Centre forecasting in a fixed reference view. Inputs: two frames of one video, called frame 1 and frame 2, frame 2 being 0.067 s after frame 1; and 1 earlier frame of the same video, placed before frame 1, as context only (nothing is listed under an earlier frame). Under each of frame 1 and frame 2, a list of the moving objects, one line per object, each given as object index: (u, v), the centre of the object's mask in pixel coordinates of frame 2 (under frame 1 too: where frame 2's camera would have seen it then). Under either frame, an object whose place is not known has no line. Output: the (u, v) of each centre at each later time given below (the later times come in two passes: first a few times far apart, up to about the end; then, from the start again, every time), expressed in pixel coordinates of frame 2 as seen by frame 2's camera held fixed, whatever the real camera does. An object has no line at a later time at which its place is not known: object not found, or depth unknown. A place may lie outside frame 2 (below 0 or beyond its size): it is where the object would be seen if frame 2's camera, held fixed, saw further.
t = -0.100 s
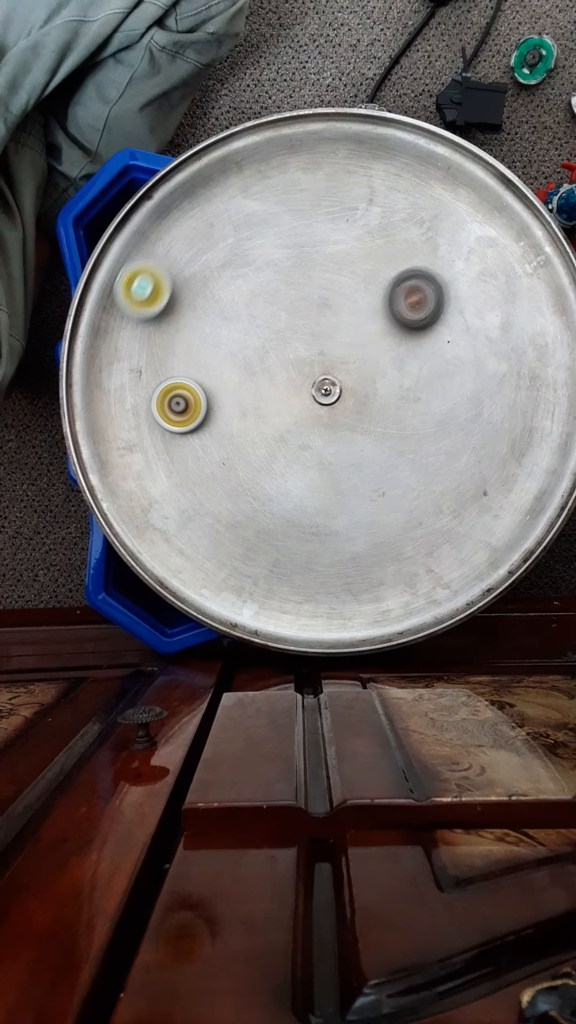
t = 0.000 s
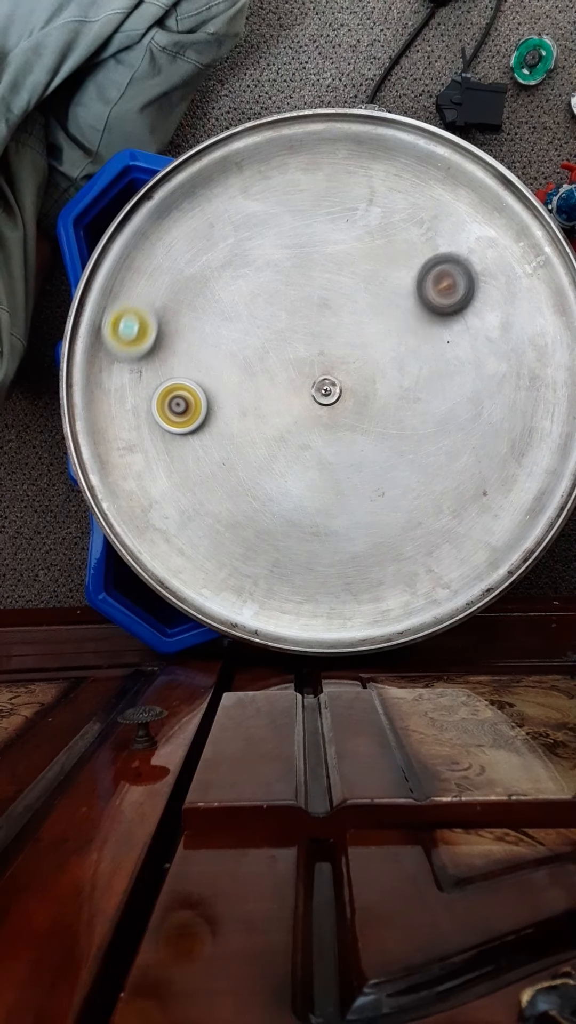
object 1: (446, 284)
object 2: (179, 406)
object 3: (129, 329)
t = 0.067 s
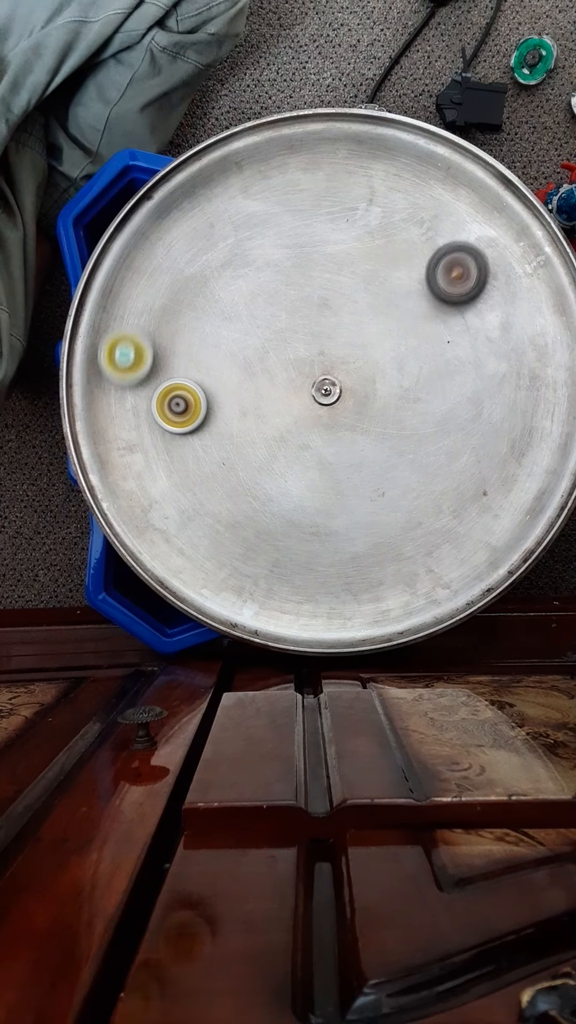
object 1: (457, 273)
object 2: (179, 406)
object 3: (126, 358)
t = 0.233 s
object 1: (448, 257)
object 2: (185, 407)
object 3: (113, 407)
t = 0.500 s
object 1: (377, 292)
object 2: (183, 410)
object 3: (145, 501)
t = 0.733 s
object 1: (304, 354)
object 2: (178, 413)
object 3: (216, 533)
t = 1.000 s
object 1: (221, 412)
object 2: (167, 414)
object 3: (240, 468)
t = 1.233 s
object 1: (178, 329)
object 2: (165, 410)
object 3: (239, 454)
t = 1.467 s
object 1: (129, 291)
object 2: (98, 364)
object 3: (287, 453)
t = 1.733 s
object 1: (179, 257)
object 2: (150, 420)
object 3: (358, 446)
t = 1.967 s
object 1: (250, 254)
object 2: (164, 434)
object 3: (398, 425)
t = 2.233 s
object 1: (306, 310)
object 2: (168, 453)
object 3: (408, 378)
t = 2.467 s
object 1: (299, 381)
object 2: (167, 470)
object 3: (357, 353)
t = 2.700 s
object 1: (244, 427)
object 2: (163, 478)
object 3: (288, 366)
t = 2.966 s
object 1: (162, 418)
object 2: (159, 484)
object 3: (219, 399)
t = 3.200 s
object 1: (106, 382)
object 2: (154, 481)
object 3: (193, 437)
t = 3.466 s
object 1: (152, 353)
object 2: (158, 460)
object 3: (230, 422)
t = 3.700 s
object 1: (201, 325)
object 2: (171, 449)
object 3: (260, 398)
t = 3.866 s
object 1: (199, 284)
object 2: (180, 443)
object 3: (293, 408)
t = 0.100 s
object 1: (459, 269)
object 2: (179, 406)
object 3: (125, 371)
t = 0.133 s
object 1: (458, 265)
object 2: (180, 406)
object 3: (126, 383)
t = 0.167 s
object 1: (457, 260)
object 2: (181, 407)
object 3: (119, 393)
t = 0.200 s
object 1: (453, 258)
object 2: (184, 407)
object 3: (114, 400)
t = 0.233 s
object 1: (448, 257)
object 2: (185, 407)
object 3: (113, 407)
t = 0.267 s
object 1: (441, 256)
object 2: (185, 408)
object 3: (114, 416)
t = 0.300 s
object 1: (434, 257)
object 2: (185, 408)
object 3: (117, 428)
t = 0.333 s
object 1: (426, 260)
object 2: (185, 408)
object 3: (120, 438)
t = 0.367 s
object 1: (417, 264)
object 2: (184, 408)
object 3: (122, 451)
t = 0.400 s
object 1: (408, 270)
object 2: (184, 409)
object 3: (126, 465)
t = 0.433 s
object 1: (398, 276)
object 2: (184, 409)
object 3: (131, 476)
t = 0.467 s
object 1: (387, 284)
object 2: (183, 410)
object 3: (138, 488)
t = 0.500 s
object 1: (377, 292)
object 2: (183, 410)
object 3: (145, 501)
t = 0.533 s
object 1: (367, 300)
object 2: (182, 411)
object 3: (153, 510)
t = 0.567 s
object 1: (357, 309)
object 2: (182, 411)
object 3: (163, 519)
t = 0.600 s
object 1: (346, 318)
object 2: (181, 412)
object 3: (173, 525)
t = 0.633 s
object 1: (336, 328)
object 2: (181, 412)
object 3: (183, 530)
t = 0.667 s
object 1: (326, 336)
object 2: (180, 413)
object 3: (195, 534)
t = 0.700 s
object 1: (315, 345)
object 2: (179, 413)
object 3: (205, 535)
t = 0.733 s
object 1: (304, 354)
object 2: (178, 413)
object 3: (216, 533)
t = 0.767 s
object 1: (293, 362)
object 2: (177, 414)
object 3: (224, 529)
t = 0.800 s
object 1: (282, 370)
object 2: (177, 414)
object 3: (231, 523)
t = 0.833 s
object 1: (270, 378)
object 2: (176, 414)
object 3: (236, 516)
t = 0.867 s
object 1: (259, 385)
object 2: (175, 415)
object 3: (238, 507)
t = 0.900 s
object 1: (247, 393)
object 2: (174, 415)
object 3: (240, 497)
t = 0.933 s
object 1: (236, 399)
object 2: (174, 415)
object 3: (241, 486)
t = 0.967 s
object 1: (225, 406)
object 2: (173, 416)
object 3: (241, 478)
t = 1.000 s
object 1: (221, 412)
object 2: (167, 414)
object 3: (240, 468)
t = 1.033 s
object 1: (216, 399)
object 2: (164, 413)
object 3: (241, 470)
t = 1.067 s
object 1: (211, 385)
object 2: (163, 412)
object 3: (244, 473)
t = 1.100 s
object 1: (204, 373)
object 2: (164, 412)
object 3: (247, 473)
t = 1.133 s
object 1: (195, 363)
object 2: (164, 411)
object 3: (247, 472)
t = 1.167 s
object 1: (189, 352)
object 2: (165, 410)
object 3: (246, 468)
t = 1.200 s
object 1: (184, 340)
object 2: (165, 410)
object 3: (243, 460)
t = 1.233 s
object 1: (178, 329)
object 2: (165, 410)
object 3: (239, 454)
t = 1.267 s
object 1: (173, 318)
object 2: (165, 410)
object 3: (235, 447)
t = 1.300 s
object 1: (166, 309)
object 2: (165, 410)
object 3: (230, 440)
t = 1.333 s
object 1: (159, 299)
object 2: (165, 410)
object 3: (225, 433)
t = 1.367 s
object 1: (152, 291)
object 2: (156, 404)
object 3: (225, 431)
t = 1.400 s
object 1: (143, 285)
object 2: (124, 386)
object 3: (250, 441)
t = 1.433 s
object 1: (135, 285)
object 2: (108, 373)
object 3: (270, 448)
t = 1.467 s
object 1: (129, 291)
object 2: (98, 364)
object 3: (287, 453)
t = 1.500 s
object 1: (125, 302)
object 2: (114, 362)
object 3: (299, 454)
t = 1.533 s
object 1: (130, 303)
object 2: (124, 370)
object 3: (311, 454)
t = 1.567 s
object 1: (139, 289)
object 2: (129, 388)
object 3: (319, 452)
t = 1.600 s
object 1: (147, 281)
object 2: (135, 402)
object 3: (328, 451)
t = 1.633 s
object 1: (153, 273)
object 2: (141, 411)
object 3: (336, 450)
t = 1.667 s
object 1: (161, 267)
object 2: (144, 415)
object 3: (343, 448)
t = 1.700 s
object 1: (169, 262)
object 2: (147, 418)
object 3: (350, 447)
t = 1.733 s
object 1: (179, 257)
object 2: (150, 420)
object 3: (358, 446)
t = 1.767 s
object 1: (188, 253)
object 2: (153, 421)
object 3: (364, 444)
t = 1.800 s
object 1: (199, 251)
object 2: (155, 423)
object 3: (370, 442)
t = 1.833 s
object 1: (209, 249)
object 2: (158, 425)
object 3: (377, 439)
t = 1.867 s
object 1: (219, 248)
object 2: (159, 427)
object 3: (382, 436)
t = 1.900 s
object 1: (230, 249)
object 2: (161, 430)
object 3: (388, 433)
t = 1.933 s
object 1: (240, 251)
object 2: (162, 432)
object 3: (393, 429)
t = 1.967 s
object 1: (250, 254)
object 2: (164, 434)
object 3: (398, 425)
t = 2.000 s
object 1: (259, 257)
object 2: (165, 436)
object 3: (402, 421)
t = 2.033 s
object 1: (268, 262)
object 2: (166, 438)
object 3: (406, 416)
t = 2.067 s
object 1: (278, 268)
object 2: (167, 441)
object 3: (409, 410)
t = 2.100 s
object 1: (285, 276)
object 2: (167, 443)
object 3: (411, 404)
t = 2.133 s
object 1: (292, 283)
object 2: (168, 445)
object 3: (412, 398)
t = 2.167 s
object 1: (297, 292)
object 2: (168, 448)
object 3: (412, 391)
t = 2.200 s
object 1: (302, 301)
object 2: (168, 450)
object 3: (411, 384)
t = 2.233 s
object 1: (306, 310)
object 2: (168, 453)
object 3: (408, 378)
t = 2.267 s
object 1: (308, 320)
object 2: (168, 455)
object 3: (404, 372)
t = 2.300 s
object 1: (310, 330)
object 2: (167, 458)
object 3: (398, 366)
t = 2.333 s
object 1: (310, 341)
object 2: (167, 461)
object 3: (392, 361)
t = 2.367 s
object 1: (309, 351)
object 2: (167, 463)
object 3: (384, 357)
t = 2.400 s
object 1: (307, 360)
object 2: (167, 465)
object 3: (376, 354)
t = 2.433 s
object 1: (303, 371)
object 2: (167, 467)
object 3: (366, 353)
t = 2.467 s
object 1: (299, 381)
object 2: (167, 470)
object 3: (357, 353)
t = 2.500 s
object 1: (293, 391)
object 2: (167, 471)
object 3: (347, 354)
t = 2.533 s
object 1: (287, 399)
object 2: (166, 473)
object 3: (338, 354)
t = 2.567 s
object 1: (280, 407)
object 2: (165, 474)
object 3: (328, 356)
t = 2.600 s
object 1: (272, 413)
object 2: (165, 475)
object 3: (320, 357)
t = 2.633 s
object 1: (263, 419)
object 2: (164, 476)
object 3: (309, 359)
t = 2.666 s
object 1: (254, 424)
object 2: (164, 477)
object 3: (298, 363)
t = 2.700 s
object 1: (244, 427)
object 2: (163, 478)
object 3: (288, 366)
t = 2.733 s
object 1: (234, 429)
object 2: (163, 479)
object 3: (278, 369)
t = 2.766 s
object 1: (223, 431)
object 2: (162, 480)
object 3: (268, 371)
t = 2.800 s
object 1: (211, 431)
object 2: (161, 481)
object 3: (259, 375)
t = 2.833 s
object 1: (203, 430)
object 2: (161, 482)
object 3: (251, 379)
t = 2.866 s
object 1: (192, 429)
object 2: (160, 483)
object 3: (243, 383)
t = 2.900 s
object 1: (182, 425)
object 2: (160, 483)
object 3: (234, 389)
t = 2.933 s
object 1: (172, 422)
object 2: (160, 483)
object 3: (227, 394)
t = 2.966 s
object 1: (162, 418)
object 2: (159, 484)
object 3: (219, 399)
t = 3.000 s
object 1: (151, 413)
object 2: (159, 484)
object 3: (214, 405)
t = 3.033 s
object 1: (137, 407)
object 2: (159, 484)
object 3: (210, 411)
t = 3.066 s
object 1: (128, 400)
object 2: (158, 484)
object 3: (205, 416)
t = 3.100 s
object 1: (120, 395)
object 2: (158, 484)
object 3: (200, 423)
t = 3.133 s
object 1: (114, 390)
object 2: (158, 484)
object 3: (194, 430)
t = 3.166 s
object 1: (109, 385)
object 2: (158, 483)
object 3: (188, 437)
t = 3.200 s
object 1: (106, 382)
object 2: (154, 481)
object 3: (193, 437)
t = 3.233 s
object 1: (107, 382)
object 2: (151, 477)
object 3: (202, 436)
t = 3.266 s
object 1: (110, 381)
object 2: (151, 474)
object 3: (206, 437)
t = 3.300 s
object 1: (115, 378)
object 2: (151, 472)
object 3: (210, 438)
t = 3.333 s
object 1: (122, 373)
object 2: (152, 469)
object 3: (213, 438)
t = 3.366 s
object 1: (129, 368)
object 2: (153, 466)
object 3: (217, 436)
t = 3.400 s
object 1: (136, 363)
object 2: (154, 465)
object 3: (222, 432)
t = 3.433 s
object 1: (143, 357)
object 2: (156, 462)
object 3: (226, 427)
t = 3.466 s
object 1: (152, 353)
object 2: (158, 460)
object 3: (230, 422)
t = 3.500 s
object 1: (161, 350)
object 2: (160, 458)
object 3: (233, 417)
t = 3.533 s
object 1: (170, 348)
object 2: (162, 456)
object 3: (237, 411)
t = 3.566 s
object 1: (179, 346)
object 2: (164, 454)
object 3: (240, 405)
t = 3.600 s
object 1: (188, 345)
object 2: (165, 453)
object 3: (242, 400)
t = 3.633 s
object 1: (198, 346)
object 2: (167, 452)
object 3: (244, 393)
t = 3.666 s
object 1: (204, 342)
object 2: (169, 451)
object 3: (248, 389)
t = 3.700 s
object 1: (201, 325)
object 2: (171, 449)
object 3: (260, 398)
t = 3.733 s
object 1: (196, 310)
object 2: (173, 447)
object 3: (267, 402)
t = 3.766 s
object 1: (191, 299)
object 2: (174, 446)
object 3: (275, 404)
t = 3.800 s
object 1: (191, 291)
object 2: (176, 444)
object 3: (281, 405)
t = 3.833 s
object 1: (194, 287)
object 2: (178, 444)
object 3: (287, 406)
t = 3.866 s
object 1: (199, 284)
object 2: (180, 443)
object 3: (293, 408)
